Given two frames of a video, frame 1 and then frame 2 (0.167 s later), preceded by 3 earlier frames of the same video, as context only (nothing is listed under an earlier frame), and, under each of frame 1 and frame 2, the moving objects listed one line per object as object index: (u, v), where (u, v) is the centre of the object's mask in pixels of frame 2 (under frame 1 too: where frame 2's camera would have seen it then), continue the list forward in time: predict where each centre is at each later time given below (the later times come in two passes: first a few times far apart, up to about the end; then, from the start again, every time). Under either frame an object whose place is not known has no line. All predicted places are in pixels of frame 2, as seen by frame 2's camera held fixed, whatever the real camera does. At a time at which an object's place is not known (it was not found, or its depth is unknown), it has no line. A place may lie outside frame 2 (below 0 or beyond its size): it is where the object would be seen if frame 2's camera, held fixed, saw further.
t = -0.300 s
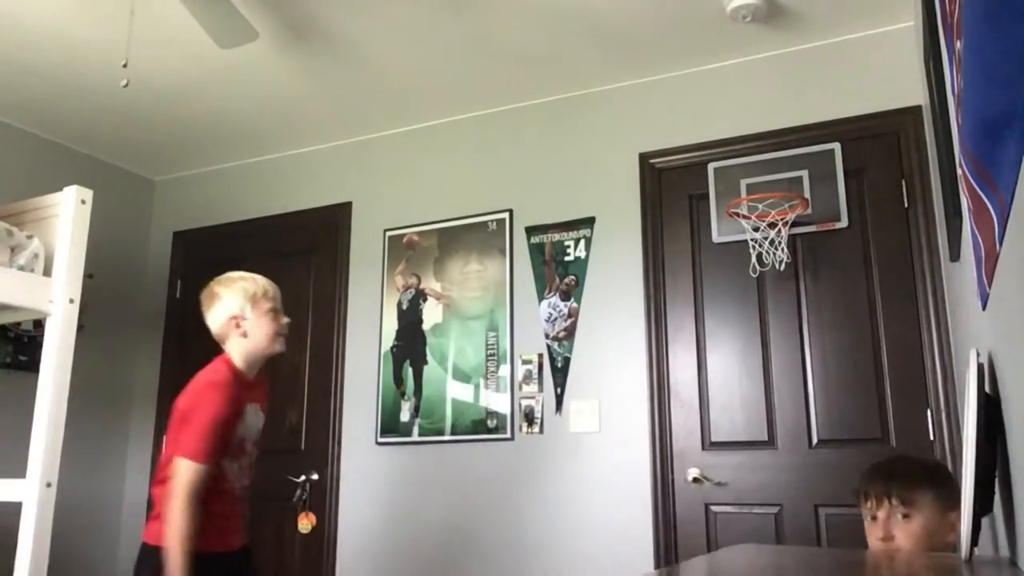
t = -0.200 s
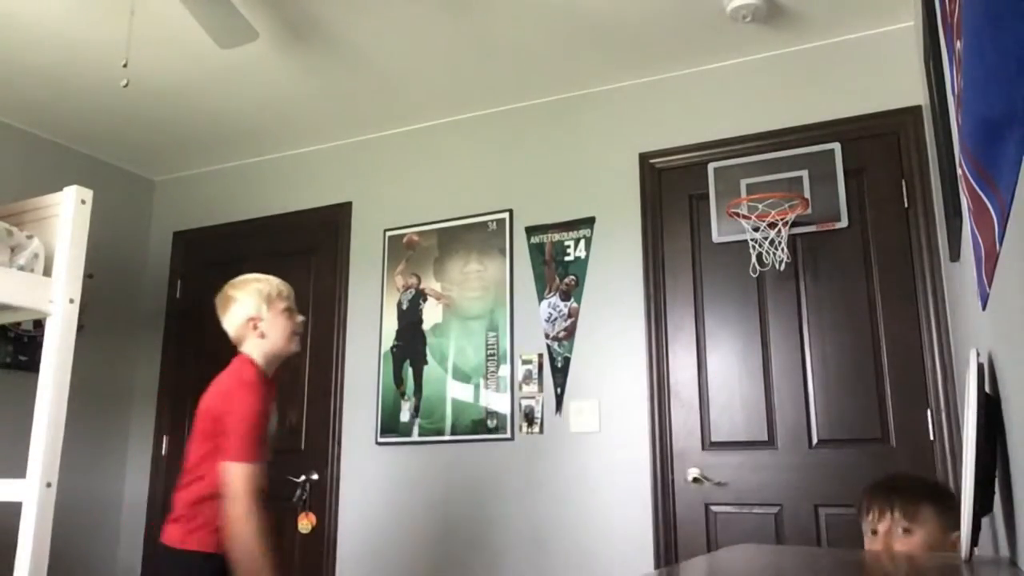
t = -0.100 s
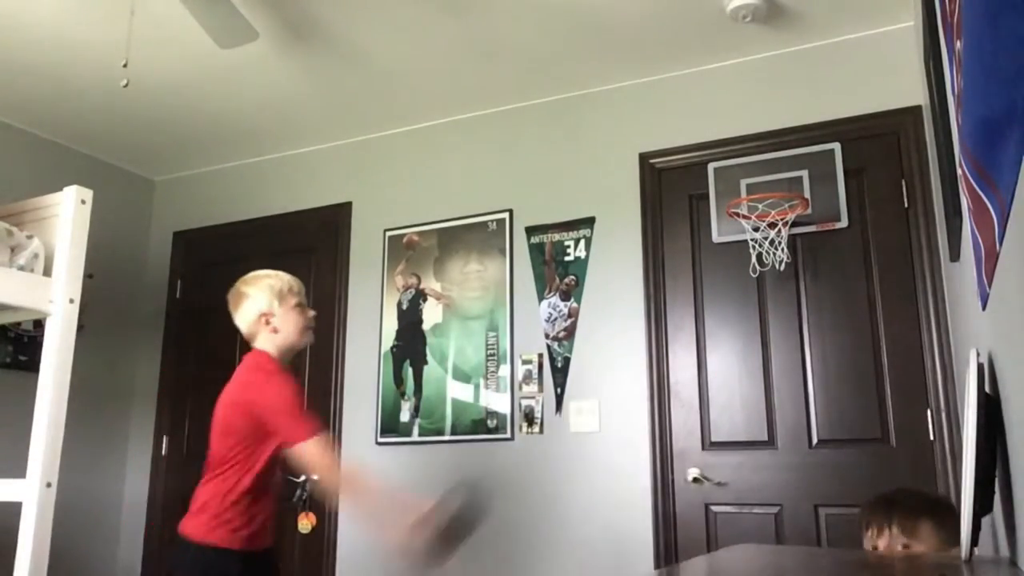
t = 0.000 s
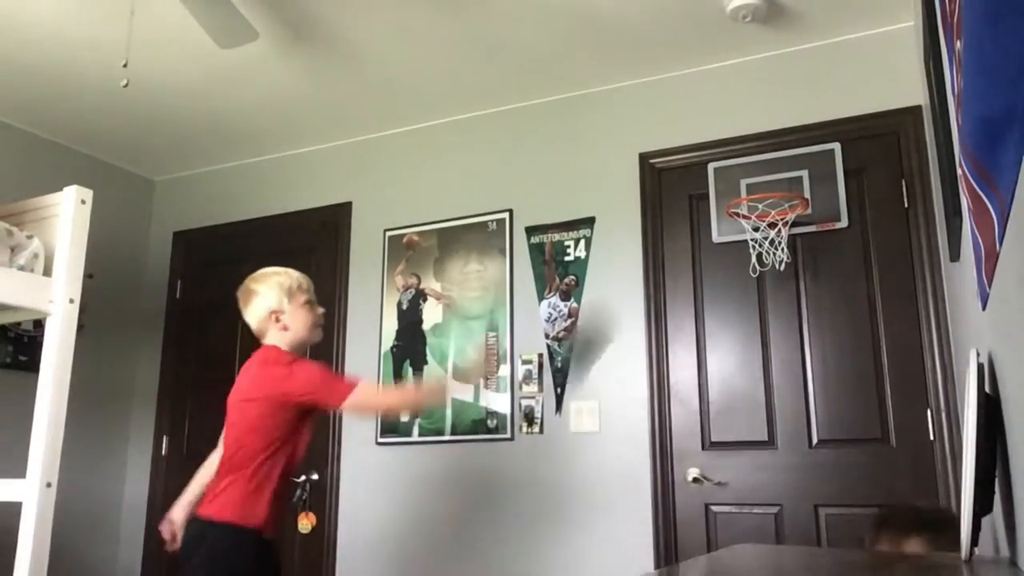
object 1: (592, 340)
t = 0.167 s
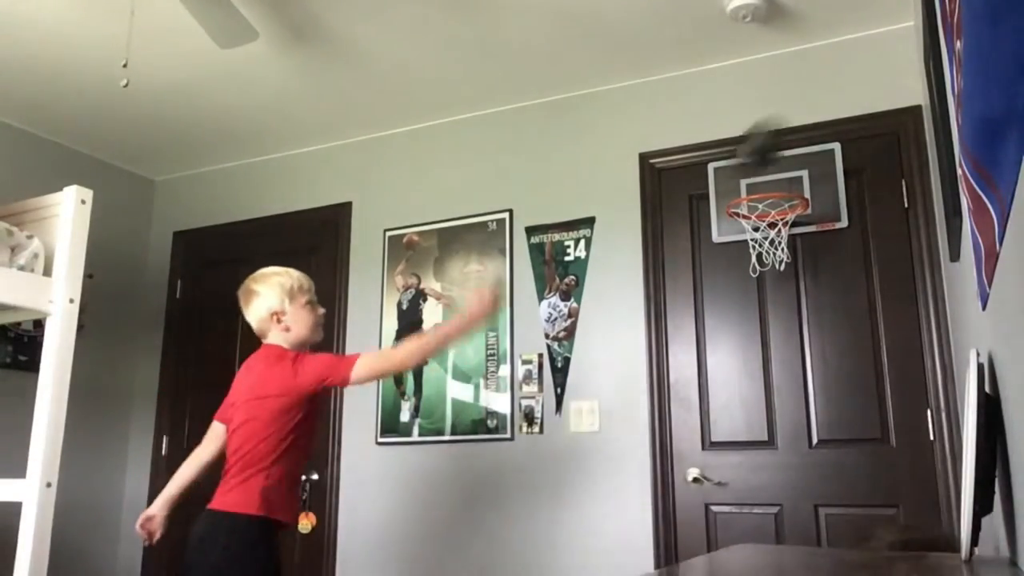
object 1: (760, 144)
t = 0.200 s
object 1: (791, 119)
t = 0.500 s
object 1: (785, 102)
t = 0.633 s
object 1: (709, 178)
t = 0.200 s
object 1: (791, 119)
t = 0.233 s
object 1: (825, 100)
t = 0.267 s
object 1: (856, 87)
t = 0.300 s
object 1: (886, 75)
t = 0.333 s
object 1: (895, 69)
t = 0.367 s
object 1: (872, 70)
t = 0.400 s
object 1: (848, 74)
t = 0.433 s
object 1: (826, 81)
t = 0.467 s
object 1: (805, 90)
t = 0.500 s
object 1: (785, 102)
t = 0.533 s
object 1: (765, 116)
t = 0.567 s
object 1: (744, 131)
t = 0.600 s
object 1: (731, 159)
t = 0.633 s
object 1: (709, 178)
